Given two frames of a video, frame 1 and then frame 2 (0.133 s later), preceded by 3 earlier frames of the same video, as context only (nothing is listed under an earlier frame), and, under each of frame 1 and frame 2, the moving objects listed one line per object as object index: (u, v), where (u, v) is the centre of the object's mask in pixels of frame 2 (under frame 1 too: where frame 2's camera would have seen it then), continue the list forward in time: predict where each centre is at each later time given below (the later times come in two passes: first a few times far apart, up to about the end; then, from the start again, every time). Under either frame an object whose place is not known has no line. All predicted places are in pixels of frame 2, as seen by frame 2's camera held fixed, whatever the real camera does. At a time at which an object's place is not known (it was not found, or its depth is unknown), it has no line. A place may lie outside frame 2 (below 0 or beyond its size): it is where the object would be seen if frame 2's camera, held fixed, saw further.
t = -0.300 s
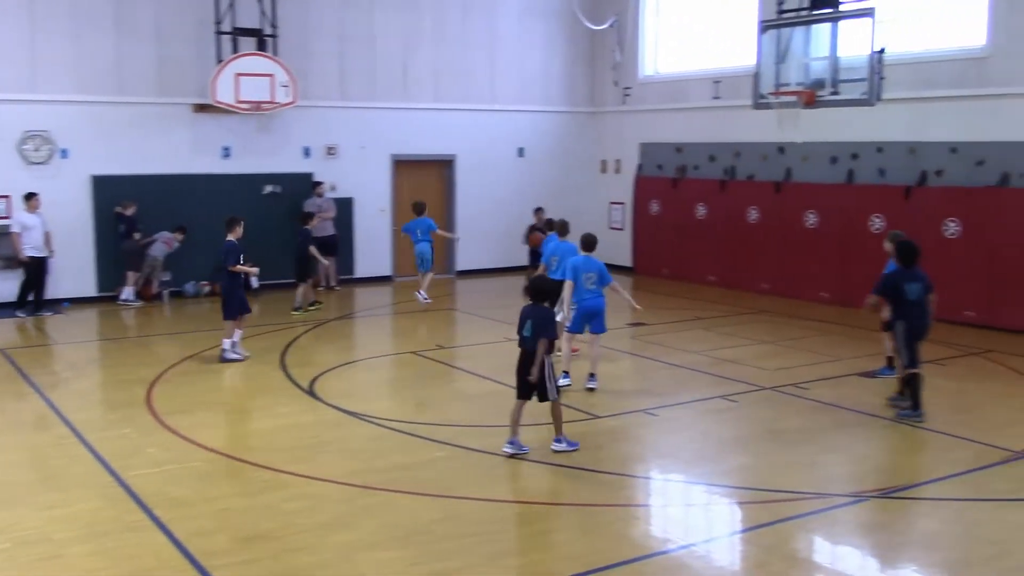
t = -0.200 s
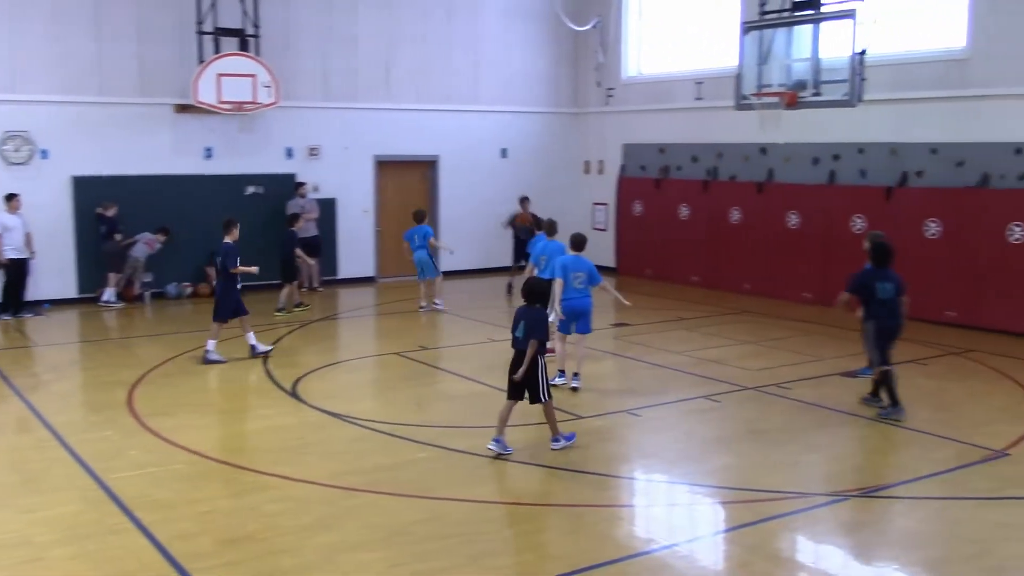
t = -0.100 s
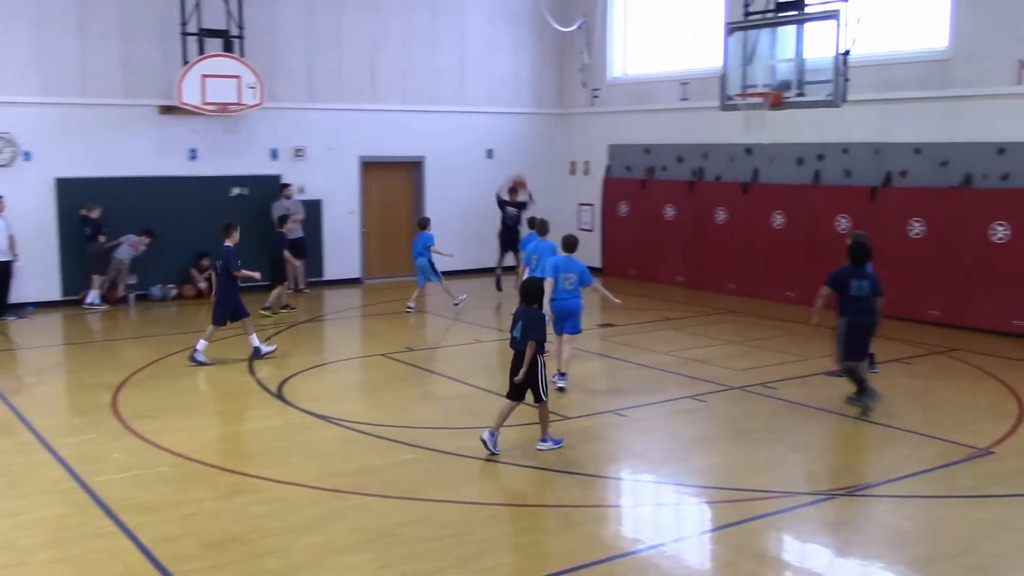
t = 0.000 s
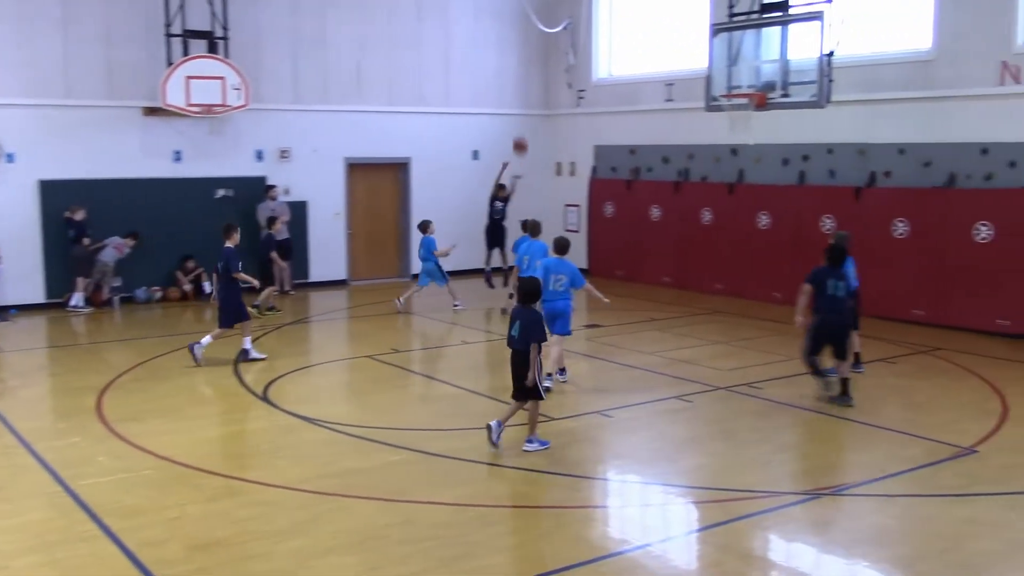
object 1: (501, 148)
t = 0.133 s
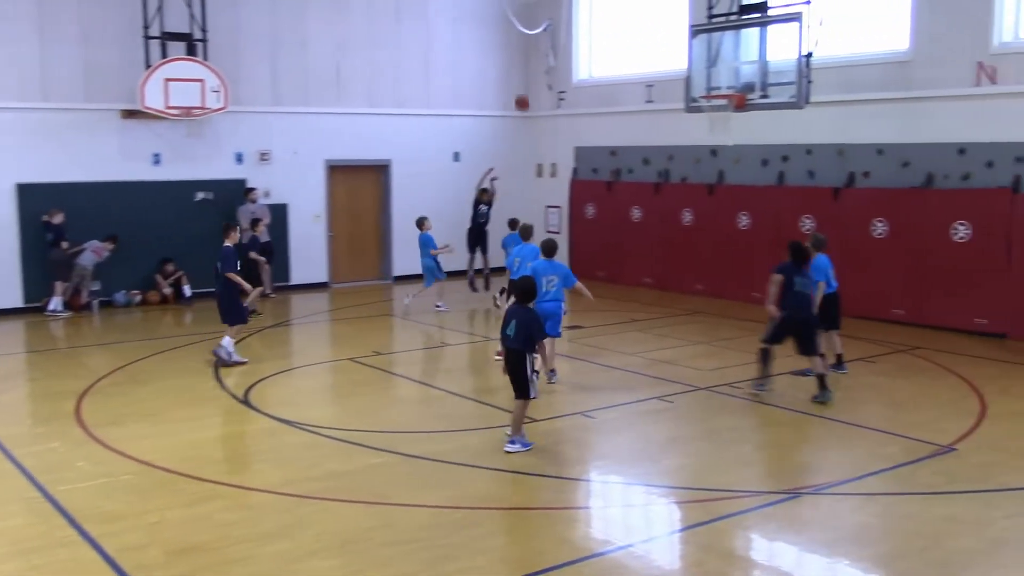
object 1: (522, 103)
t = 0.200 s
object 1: (533, 83)
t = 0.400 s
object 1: (569, 41)
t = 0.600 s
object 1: (607, 25)
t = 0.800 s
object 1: (649, 39)
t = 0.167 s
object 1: (527, 93)
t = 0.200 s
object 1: (533, 83)
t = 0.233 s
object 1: (539, 75)
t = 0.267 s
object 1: (545, 67)
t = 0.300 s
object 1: (551, 59)
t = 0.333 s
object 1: (557, 53)
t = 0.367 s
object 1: (562, 47)
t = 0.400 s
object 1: (569, 41)
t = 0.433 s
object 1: (575, 37)
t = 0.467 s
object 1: (581, 33)
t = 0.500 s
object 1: (587, 30)
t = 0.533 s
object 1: (594, 28)
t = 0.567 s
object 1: (601, 26)
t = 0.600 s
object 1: (607, 25)
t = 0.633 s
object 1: (614, 26)
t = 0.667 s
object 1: (621, 27)
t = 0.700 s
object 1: (628, 28)
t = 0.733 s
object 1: (635, 31)
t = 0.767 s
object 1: (642, 35)
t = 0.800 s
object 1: (649, 39)
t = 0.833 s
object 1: (656, 45)
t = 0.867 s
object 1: (664, 51)
